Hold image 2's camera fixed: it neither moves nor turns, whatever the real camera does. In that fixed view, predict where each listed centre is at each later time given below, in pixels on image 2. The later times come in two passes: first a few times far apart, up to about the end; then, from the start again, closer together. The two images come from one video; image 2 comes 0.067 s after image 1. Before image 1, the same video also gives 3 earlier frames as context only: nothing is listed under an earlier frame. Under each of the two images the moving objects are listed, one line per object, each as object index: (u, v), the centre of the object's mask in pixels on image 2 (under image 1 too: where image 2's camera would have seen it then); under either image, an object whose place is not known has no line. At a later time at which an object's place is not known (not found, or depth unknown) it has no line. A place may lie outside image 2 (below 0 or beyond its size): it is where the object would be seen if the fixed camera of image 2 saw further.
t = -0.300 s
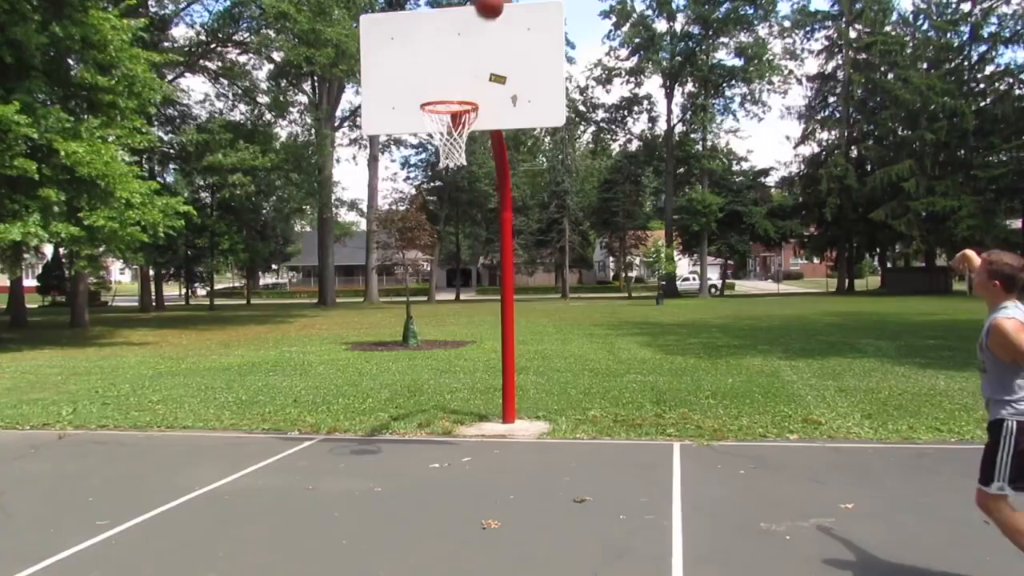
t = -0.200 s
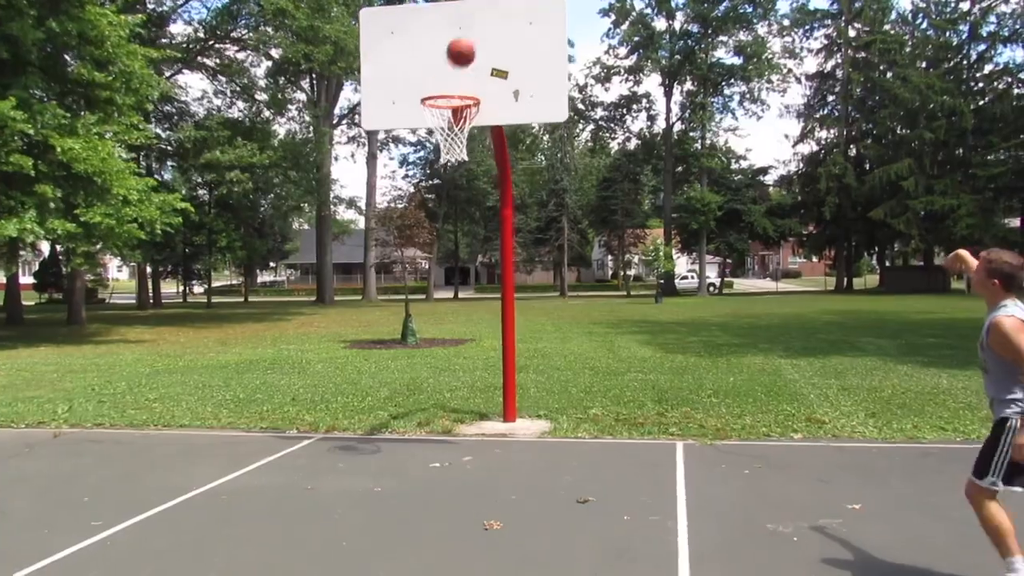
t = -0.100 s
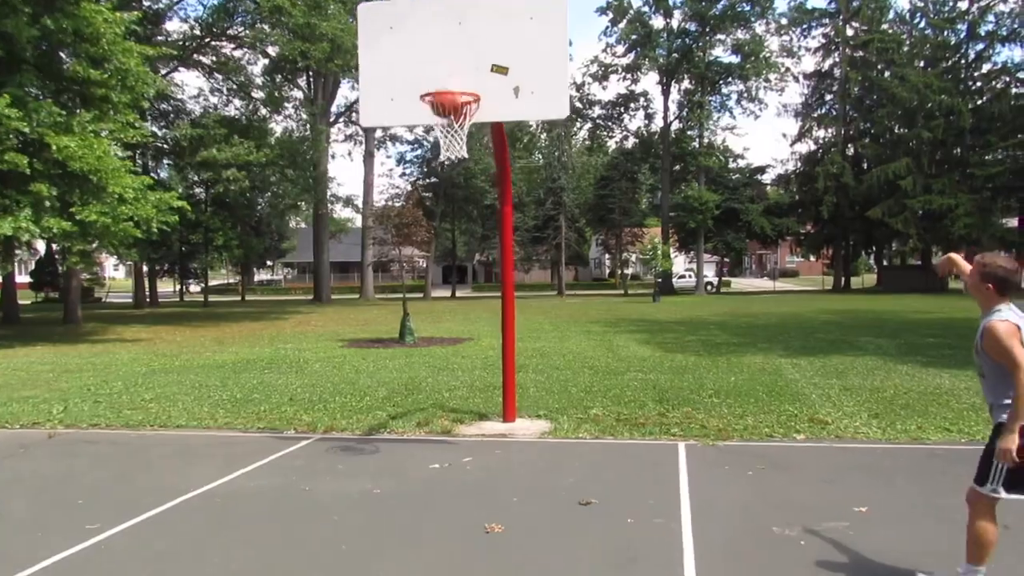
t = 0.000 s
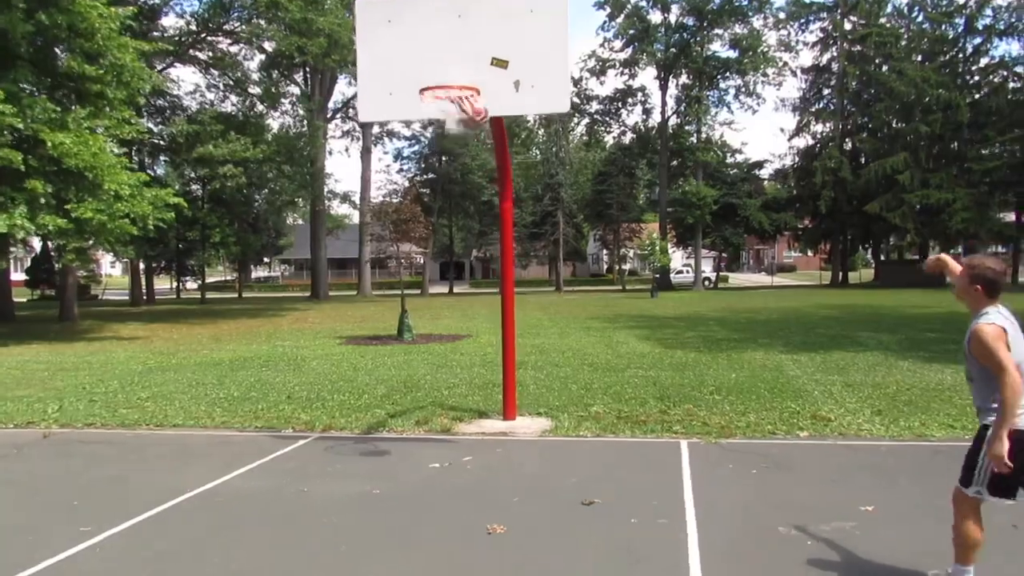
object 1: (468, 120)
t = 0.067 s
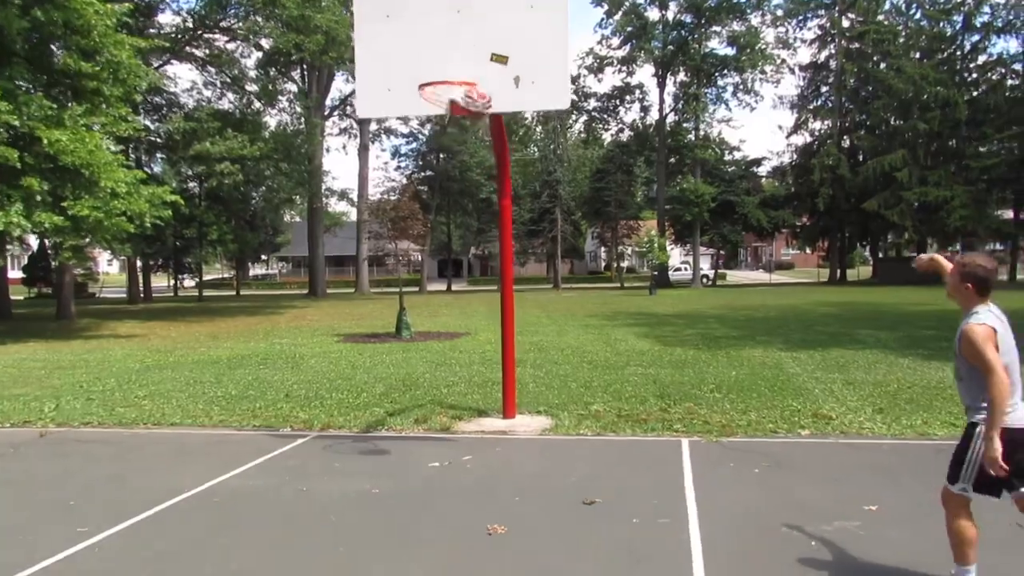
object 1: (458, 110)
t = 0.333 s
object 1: (454, 140)
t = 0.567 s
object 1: (432, 213)
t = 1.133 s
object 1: (379, 346)
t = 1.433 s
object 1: (366, 276)
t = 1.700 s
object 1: (354, 303)
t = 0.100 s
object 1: (462, 110)
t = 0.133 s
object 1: (462, 113)
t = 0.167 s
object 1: (461, 116)
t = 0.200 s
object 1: (469, 123)
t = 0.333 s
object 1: (454, 140)
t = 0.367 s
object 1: (451, 146)
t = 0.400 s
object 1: (448, 152)
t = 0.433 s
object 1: (445, 159)
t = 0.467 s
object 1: (443, 168)
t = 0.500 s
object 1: (439, 182)
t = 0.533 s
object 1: (436, 196)
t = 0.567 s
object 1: (432, 213)
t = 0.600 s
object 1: (430, 230)
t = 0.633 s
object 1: (426, 248)
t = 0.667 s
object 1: (422, 267)
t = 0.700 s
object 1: (418, 289)
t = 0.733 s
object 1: (415, 312)
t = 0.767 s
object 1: (410, 335)
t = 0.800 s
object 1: (406, 358)
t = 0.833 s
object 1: (402, 383)
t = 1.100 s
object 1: (381, 360)
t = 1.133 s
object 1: (379, 346)
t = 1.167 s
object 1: (380, 334)
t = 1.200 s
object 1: (378, 323)
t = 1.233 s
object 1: (377, 312)
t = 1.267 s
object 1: (375, 302)
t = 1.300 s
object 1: (373, 295)
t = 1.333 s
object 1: (371, 288)
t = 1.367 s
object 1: (369, 282)
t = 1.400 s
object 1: (368, 279)
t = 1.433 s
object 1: (366, 276)
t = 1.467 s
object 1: (364, 274)
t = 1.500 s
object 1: (363, 274)
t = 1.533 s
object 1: (361, 275)
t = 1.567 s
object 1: (360, 278)
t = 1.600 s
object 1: (358, 282)
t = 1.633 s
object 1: (356, 287)
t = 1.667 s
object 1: (355, 294)
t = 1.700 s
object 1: (354, 303)
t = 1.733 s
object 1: (353, 313)
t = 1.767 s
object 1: (351, 324)
